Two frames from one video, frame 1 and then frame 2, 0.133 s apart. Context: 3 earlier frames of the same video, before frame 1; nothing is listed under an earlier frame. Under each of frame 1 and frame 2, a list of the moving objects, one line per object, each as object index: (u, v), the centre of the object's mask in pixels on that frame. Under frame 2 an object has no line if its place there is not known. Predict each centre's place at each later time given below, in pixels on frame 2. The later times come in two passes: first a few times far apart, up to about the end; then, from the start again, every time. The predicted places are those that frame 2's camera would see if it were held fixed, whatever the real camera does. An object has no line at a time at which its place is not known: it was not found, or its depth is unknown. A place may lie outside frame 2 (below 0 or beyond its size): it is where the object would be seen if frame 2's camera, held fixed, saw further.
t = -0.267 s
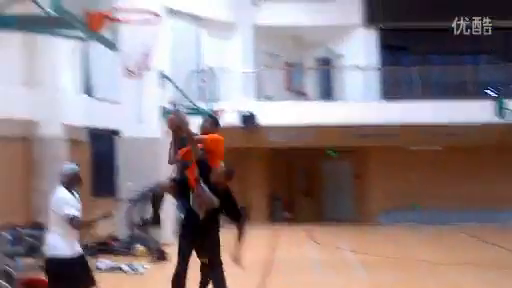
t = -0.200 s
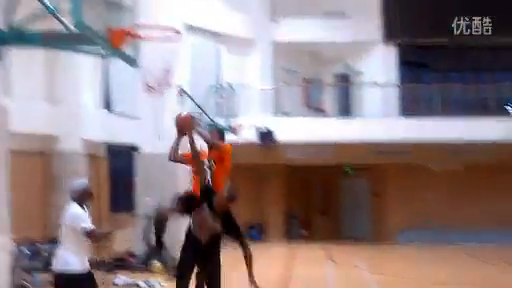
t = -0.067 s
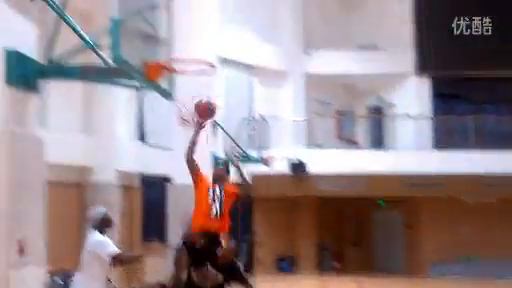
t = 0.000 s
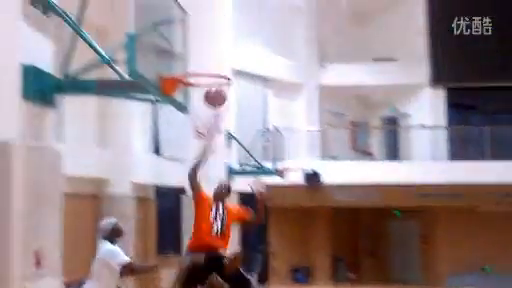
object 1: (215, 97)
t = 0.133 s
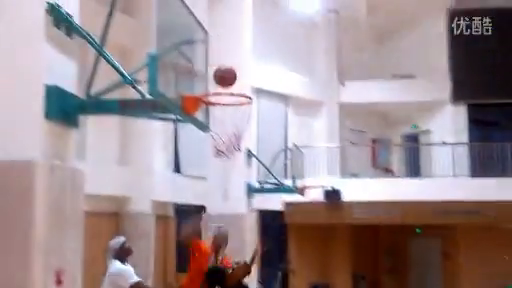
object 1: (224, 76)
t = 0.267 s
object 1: (217, 54)
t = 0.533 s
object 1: (192, 49)
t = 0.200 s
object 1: (221, 63)
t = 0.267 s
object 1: (217, 54)
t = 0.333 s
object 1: (212, 43)
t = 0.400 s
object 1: (206, 40)
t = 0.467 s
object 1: (200, 41)
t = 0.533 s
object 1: (192, 49)
